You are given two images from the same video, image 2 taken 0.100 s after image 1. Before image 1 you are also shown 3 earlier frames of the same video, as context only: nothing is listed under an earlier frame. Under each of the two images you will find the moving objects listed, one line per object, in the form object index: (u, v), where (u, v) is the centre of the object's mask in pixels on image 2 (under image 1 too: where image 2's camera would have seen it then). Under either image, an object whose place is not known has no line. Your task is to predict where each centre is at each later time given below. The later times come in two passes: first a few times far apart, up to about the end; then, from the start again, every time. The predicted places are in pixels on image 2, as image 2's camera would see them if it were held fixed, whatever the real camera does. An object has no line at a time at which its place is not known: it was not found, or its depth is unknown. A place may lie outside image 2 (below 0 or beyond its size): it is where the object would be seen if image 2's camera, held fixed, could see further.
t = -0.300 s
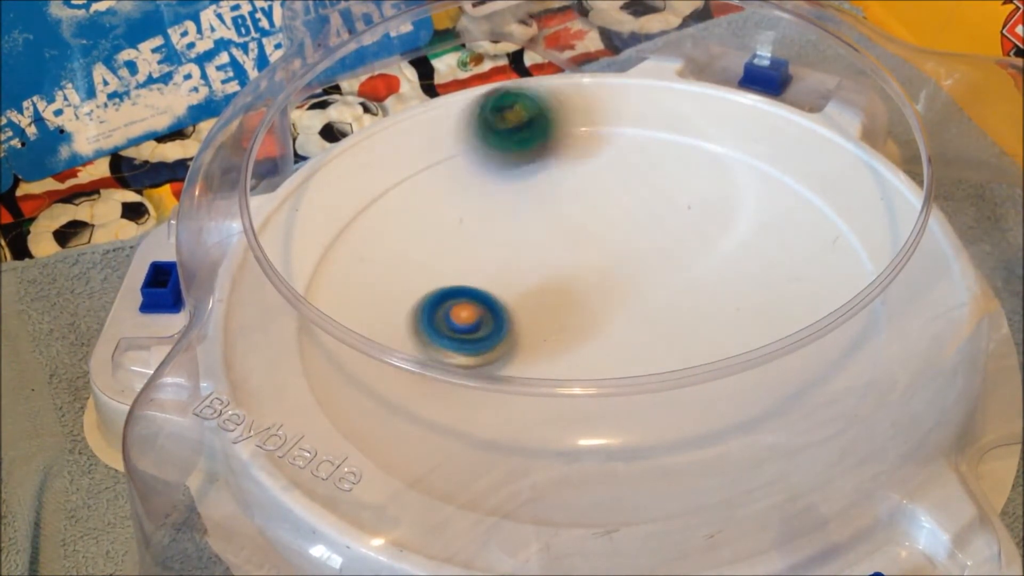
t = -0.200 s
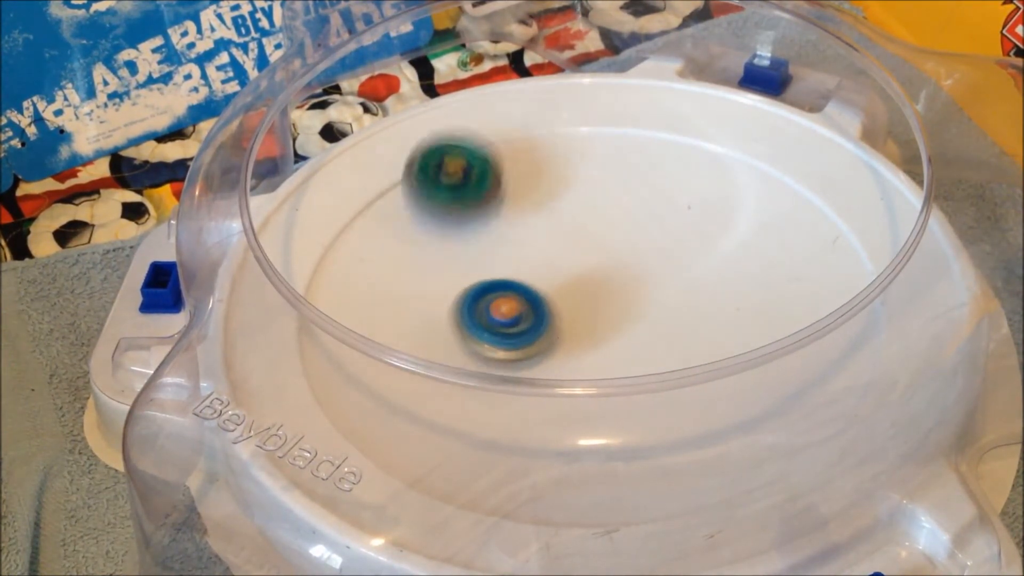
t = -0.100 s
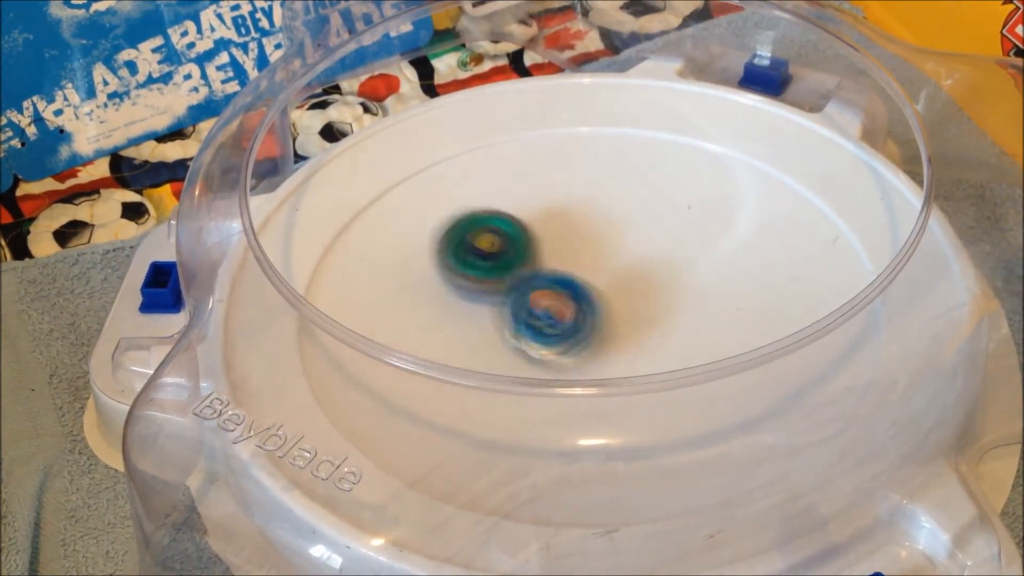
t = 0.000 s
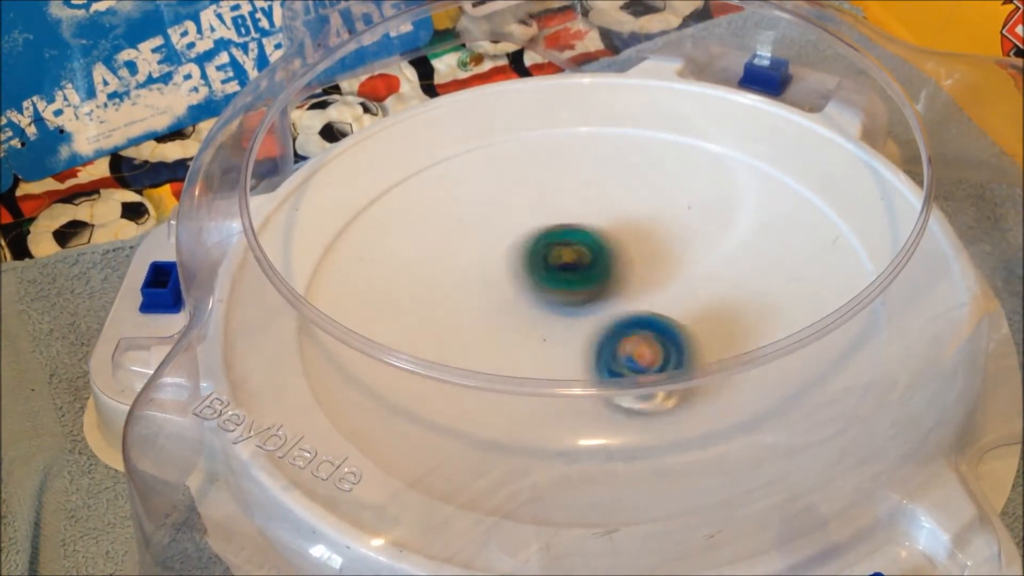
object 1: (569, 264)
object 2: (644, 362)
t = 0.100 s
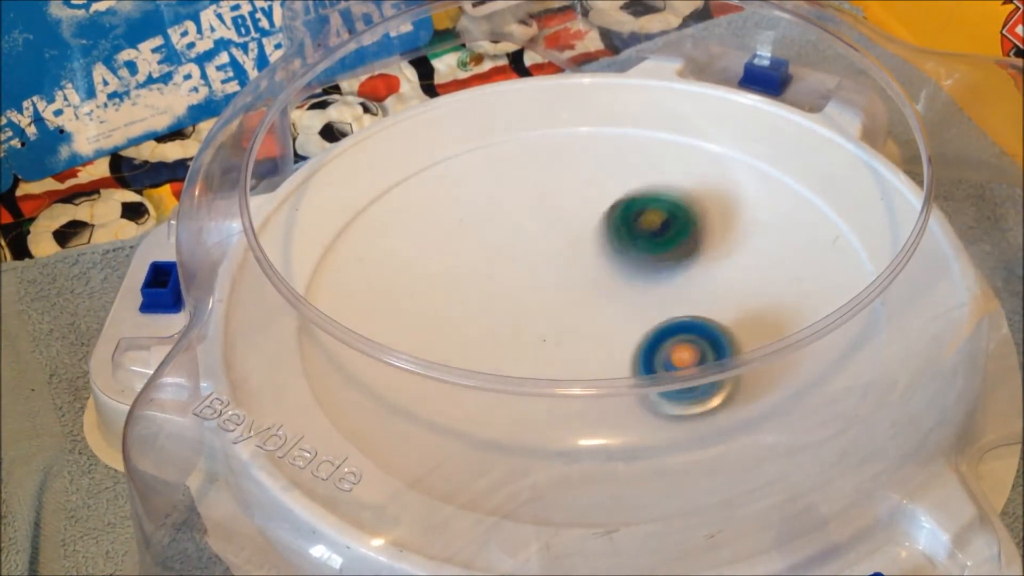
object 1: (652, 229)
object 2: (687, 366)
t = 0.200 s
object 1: (660, 161)
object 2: (708, 357)
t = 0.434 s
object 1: (519, 232)
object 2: (729, 348)
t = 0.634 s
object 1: (636, 321)
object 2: (750, 353)
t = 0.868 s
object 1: (608, 264)
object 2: (707, 339)
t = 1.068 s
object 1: (503, 316)
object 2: (626, 317)
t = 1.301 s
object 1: (591, 349)
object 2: (553, 275)
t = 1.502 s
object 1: (607, 287)
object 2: (490, 217)
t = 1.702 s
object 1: (607, 272)
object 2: (447, 172)
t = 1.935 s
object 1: (555, 274)
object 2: (455, 174)
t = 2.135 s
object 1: (533, 298)
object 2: (494, 211)
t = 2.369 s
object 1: (580, 355)
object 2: (553, 202)
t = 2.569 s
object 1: (688, 321)
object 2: (568, 236)
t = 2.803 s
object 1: (578, 305)
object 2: (424, 162)
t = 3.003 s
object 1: (460, 342)
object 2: (380, 230)
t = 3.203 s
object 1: (480, 397)
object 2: (428, 296)
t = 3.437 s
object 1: (570, 312)
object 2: (451, 299)
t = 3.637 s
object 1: (585, 222)
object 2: (496, 299)
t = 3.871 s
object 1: (478, 179)
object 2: (552, 304)
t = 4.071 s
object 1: (475, 268)
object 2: (591, 311)
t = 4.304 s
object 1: (559, 309)
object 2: (664, 329)
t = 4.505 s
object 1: (571, 263)
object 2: (674, 337)
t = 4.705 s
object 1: (521, 248)
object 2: (639, 334)
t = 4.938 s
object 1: (501, 285)
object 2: (605, 306)
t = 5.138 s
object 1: (513, 296)
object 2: (616, 282)
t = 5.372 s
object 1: (506, 293)
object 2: (654, 260)
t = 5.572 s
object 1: (515, 289)
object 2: (664, 265)
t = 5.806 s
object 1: (538, 264)
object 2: (638, 288)
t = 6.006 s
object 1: (509, 235)
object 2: (602, 291)
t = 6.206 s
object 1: (490, 250)
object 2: (590, 273)
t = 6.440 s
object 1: (517, 273)
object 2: (631, 267)
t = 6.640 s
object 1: (540, 277)
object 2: (642, 269)
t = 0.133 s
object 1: (667, 206)
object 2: (695, 363)
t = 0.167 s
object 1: (670, 182)
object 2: (703, 360)
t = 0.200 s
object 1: (660, 161)
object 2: (708, 357)
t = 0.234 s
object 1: (639, 146)
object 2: (713, 355)
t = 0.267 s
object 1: (613, 142)
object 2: (718, 353)
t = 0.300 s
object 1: (585, 146)
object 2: (721, 351)
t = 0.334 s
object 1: (558, 158)
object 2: (724, 350)
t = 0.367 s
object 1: (535, 178)
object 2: (726, 349)
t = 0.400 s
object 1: (522, 204)
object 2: (728, 348)
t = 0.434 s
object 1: (519, 232)
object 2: (729, 348)
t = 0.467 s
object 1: (526, 258)
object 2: (730, 348)
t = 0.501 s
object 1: (542, 284)
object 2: (730, 349)
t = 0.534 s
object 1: (568, 304)
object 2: (728, 350)
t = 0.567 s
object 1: (597, 317)
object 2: (724, 350)
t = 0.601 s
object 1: (622, 323)
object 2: (736, 351)
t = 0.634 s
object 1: (636, 321)
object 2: (750, 353)
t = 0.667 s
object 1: (652, 313)
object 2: (752, 353)
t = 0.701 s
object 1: (662, 303)
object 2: (749, 352)
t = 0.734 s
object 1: (664, 293)
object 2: (743, 350)
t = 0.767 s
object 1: (658, 284)
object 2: (736, 350)
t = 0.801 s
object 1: (645, 275)
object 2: (725, 340)
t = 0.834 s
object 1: (629, 268)
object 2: (716, 338)
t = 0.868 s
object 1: (608, 264)
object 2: (707, 339)
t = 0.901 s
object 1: (588, 265)
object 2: (694, 337)
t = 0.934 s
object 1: (568, 270)
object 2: (680, 334)
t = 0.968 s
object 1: (547, 276)
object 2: (666, 331)
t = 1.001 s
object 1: (527, 287)
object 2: (653, 326)
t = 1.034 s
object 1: (512, 300)
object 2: (639, 321)
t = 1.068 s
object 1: (503, 316)
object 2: (626, 317)
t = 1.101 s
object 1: (503, 331)
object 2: (614, 311)
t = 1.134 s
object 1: (508, 342)
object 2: (604, 307)
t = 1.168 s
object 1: (522, 348)
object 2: (594, 301)
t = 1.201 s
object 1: (538, 353)
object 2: (583, 295)
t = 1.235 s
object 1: (555, 355)
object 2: (572, 288)
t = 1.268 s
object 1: (573, 353)
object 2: (562, 281)
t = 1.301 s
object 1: (591, 349)
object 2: (553, 275)
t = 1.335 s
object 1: (604, 342)
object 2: (544, 268)
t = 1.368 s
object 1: (611, 327)
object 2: (538, 261)
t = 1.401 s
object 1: (609, 310)
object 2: (531, 254)
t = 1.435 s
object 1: (603, 294)
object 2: (523, 248)
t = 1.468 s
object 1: (606, 290)
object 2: (506, 230)
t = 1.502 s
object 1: (607, 287)
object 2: (490, 217)
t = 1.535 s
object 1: (608, 285)
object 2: (478, 203)
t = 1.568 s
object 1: (612, 282)
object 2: (468, 193)
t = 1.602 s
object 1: (615, 279)
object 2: (458, 184)
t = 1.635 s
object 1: (615, 276)
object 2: (452, 178)
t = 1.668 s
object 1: (612, 274)
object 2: (448, 174)
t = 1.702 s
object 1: (607, 272)
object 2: (447, 172)
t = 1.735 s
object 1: (600, 271)
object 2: (446, 170)
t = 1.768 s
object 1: (592, 269)
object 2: (445, 168)
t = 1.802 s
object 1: (585, 267)
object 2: (446, 167)
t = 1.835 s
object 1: (578, 267)
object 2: (447, 167)
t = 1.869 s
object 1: (572, 268)
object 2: (449, 169)
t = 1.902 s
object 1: (564, 271)
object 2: (452, 171)
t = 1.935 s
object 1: (555, 274)
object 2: (455, 174)
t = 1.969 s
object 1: (546, 279)
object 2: (460, 178)
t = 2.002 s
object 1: (537, 285)
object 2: (465, 184)
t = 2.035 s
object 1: (532, 289)
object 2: (472, 190)
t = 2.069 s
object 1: (531, 292)
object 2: (479, 196)
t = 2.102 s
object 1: (532, 296)
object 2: (486, 203)
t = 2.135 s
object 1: (533, 298)
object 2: (494, 211)
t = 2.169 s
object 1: (535, 301)
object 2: (502, 218)
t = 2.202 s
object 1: (538, 304)
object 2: (510, 226)
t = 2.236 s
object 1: (540, 307)
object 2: (517, 233)
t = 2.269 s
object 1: (543, 318)
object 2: (525, 229)
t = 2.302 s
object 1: (549, 336)
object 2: (535, 218)
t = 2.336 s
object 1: (562, 348)
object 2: (544, 207)
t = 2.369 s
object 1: (580, 355)
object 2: (553, 202)
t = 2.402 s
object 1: (601, 358)
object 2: (562, 201)
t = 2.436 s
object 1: (626, 359)
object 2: (568, 204)
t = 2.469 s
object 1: (657, 366)
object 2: (570, 211)
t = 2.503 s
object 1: (673, 347)
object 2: (570, 219)
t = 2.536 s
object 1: (686, 338)
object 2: (569, 228)
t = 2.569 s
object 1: (688, 321)
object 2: (568, 236)
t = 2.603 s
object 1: (678, 305)
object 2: (566, 245)
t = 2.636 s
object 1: (660, 293)
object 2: (564, 254)
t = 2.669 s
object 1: (646, 287)
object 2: (541, 234)
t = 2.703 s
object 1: (638, 290)
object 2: (510, 211)
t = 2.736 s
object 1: (618, 296)
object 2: (473, 187)
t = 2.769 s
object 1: (597, 301)
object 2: (444, 171)
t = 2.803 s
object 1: (578, 305)
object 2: (424, 162)
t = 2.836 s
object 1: (558, 310)
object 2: (404, 160)
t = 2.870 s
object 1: (534, 315)
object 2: (391, 166)
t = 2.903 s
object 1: (511, 323)
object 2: (382, 178)
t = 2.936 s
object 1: (490, 331)
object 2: (376, 194)
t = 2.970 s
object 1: (472, 337)
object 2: (376, 212)
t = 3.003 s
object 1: (460, 342)
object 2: (380, 230)
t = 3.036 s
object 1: (446, 359)
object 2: (383, 244)
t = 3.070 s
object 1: (439, 382)
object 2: (395, 263)
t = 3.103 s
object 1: (445, 387)
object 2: (406, 276)
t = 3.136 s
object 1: (455, 395)
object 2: (415, 284)
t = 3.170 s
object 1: (467, 398)
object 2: (424, 292)
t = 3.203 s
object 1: (480, 397)
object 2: (428, 296)
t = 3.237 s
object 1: (493, 393)
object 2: (430, 298)
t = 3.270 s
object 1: (508, 377)
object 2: (434, 301)
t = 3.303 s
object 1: (520, 355)
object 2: (440, 305)
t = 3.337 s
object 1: (531, 347)
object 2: (442, 304)
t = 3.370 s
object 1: (543, 339)
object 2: (444, 302)
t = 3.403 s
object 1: (555, 324)
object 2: (448, 302)
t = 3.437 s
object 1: (570, 312)
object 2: (451, 299)
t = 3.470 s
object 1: (582, 297)
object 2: (457, 298)
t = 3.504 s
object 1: (588, 282)
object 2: (465, 298)
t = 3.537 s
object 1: (590, 269)
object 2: (473, 298)
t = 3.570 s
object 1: (592, 253)
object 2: (481, 298)
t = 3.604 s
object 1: (590, 238)
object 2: (489, 299)
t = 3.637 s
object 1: (585, 222)
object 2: (496, 299)
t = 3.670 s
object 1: (577, 208)
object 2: (505, 300)
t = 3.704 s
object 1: (566, 193)
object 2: (513, 300)
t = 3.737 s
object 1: (551, 182)
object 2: (521, 300)
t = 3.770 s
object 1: (533, 175)
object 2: (529, 301)
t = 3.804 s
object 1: (515, 171)
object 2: (537, 302)
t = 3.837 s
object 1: (495, 172)
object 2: (544, 303)
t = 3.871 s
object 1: (478, 179)
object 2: (552, 304)
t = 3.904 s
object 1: (465, 190)
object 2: (559, 304)
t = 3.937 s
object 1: (457, 204)
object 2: (566, 305)
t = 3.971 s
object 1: (454, 219)
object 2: (572, 307)
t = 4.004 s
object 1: (457, 236)
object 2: (579, 308)
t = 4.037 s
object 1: (463, 251)
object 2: (585, 310)
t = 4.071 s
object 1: (475, 268)
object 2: (591, 311)
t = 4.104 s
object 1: (489, 281)
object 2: (597, 312)
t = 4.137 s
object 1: (497, 289)
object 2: (613, 318)
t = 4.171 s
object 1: (499, 293)
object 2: (636, 323)
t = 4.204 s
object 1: (510, 301)
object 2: (650, 328)
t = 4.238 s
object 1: (523, 307)
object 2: (656, 329)
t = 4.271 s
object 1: (541, 310)
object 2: (660, 329)
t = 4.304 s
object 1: (559, 309)
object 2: (664, 329)
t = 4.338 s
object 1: (569, 303)
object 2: (670, 332)
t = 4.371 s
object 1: (575, 295)
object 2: (674, 333)
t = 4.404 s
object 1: (578, 287)
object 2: (675, 334)
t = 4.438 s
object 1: (577, 279)
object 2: (676, 336)
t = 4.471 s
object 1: (576, 271)
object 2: (675, 337)
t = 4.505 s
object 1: (571, 263)
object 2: (674, 337)
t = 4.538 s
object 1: (565, 257)
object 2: (671, 337)
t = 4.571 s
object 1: (557, 252)
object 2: (666, 339)
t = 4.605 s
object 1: (549, 248)
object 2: (661, 338)
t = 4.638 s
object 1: (539, 247)
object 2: (655, 338)
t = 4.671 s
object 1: (531, 246)
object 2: (647, 337)
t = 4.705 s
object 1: (521, 248)
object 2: (639, 334)
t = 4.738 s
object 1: (514, 251)
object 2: (633, 331)
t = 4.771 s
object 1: (506, 254)
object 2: (626, 328)
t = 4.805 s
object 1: (501, 260)
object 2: (620, 323)
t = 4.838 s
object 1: (497, 265)
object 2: (615, 319)
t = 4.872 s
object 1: (496, 272)
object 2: (612, 315)
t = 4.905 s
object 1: (497, 278)
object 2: (607, 310)
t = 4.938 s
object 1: (501, 285)
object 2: (605, 306)
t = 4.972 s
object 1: (502, 288)
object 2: (609, 301)
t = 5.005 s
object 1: (502, 290)
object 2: (615, 296)
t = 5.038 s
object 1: (503, 292)
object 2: (615, 293)
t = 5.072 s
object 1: (505, 294)
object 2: (615, 290)
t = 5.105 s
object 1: (508, 295)
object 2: (615, 286)
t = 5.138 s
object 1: (513, 296)
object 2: (616, 282)
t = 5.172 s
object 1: (517, 296)
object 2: (618, 277)
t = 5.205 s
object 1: (517, 295)
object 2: (629, 272)
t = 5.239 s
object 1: (513, 296)
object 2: (640, 268)
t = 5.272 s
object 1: (511, 295)
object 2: (646, 265)
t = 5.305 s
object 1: (509, 294)
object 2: (649, 263)
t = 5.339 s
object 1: (507, 294)
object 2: (652, 261)
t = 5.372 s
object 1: (506, 293)
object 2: (654, 260)
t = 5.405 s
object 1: (505, 292)
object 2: (656, 259)
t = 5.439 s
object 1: (505, 292)
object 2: (658, 259)
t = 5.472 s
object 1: (506, 292)
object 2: (660, 260)
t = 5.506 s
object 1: (508, 291)
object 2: (662, 262)
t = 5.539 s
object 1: (511, 290)
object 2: (664, 263)
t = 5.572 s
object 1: (515, 289)
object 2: (664, 265)
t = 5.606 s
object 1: (518, 287)
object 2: (664, 268)
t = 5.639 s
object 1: (523, 284)
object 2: (663, 271)
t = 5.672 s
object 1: (526, 281)
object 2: (660, 277)
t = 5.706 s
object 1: (530, 278)
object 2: (656, 280)
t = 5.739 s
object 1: (533, 274)
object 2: (650, 283)
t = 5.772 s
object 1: (536, 269)
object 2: (645, 286)
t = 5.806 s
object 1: (538, 264)
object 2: (638, 288)
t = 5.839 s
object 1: (538, 258)
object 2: (633, 293)
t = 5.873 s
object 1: (535, 252)
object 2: (629, 295)
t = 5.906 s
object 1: (530, 246)
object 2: (622, 296)
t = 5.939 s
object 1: (522, 240)
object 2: (614, 294)
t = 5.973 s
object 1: (516, 237)
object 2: (608, 293)
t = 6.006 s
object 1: (509, 235)
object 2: (602, 291)
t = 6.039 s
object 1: (504, 236)
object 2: (597, 288)
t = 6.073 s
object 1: (498, 237)
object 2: (592, 285)
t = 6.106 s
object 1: (495, 238)
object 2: (589, 282)
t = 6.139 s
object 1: (492, 241)
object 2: (585, 279)
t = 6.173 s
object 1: (491, 246)
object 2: (584, 276)
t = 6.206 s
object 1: (490, 250)
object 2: (590, 273)
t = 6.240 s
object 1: (493, 254)
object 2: (600, 273)
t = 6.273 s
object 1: (496, 258)
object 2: (607, 273)
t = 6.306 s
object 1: (501, 261)
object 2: (611, 271)
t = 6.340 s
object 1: (508, 266)
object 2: (615, 269)
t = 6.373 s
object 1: (512, 269)
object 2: (620, 268)
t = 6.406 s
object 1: (515, 271)
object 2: (628, 268)
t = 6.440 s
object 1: (517, 273)
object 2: (631, 267)
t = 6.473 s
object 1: (521, 275)
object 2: (633, 267)
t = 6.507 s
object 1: (524, 277)
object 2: (635, 266)
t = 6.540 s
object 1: (529, 277)
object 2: (636, 267)
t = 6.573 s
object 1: (535, 278)
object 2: (637, 267)
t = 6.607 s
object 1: (540, 279)
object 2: (638, 269)
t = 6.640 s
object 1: (540, 277)
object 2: (642, 269)
